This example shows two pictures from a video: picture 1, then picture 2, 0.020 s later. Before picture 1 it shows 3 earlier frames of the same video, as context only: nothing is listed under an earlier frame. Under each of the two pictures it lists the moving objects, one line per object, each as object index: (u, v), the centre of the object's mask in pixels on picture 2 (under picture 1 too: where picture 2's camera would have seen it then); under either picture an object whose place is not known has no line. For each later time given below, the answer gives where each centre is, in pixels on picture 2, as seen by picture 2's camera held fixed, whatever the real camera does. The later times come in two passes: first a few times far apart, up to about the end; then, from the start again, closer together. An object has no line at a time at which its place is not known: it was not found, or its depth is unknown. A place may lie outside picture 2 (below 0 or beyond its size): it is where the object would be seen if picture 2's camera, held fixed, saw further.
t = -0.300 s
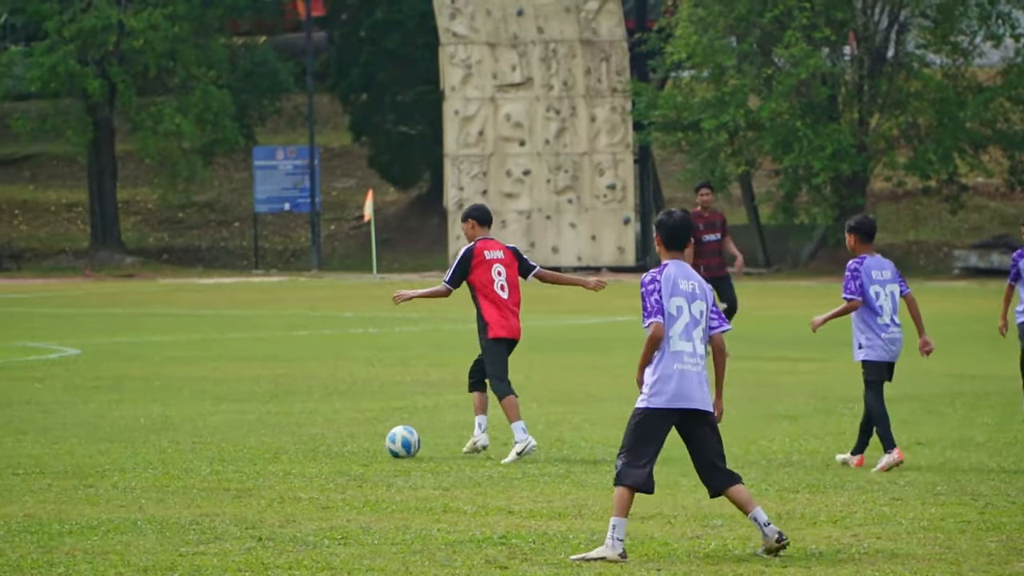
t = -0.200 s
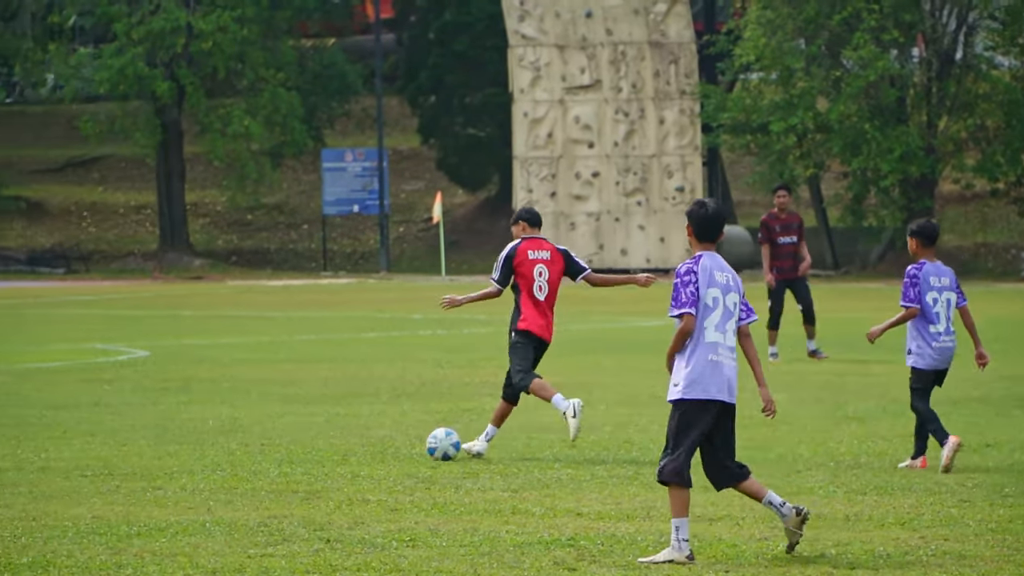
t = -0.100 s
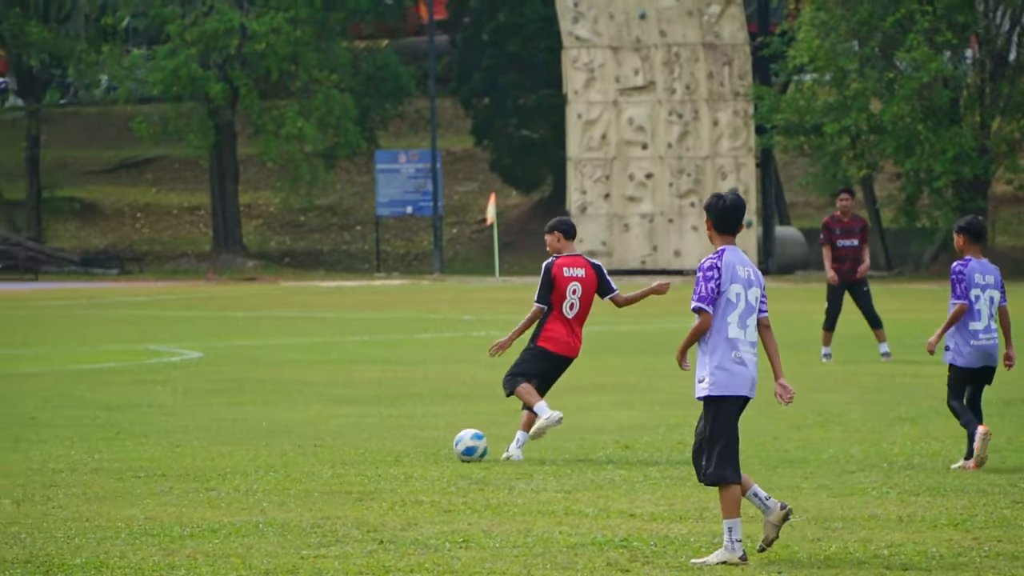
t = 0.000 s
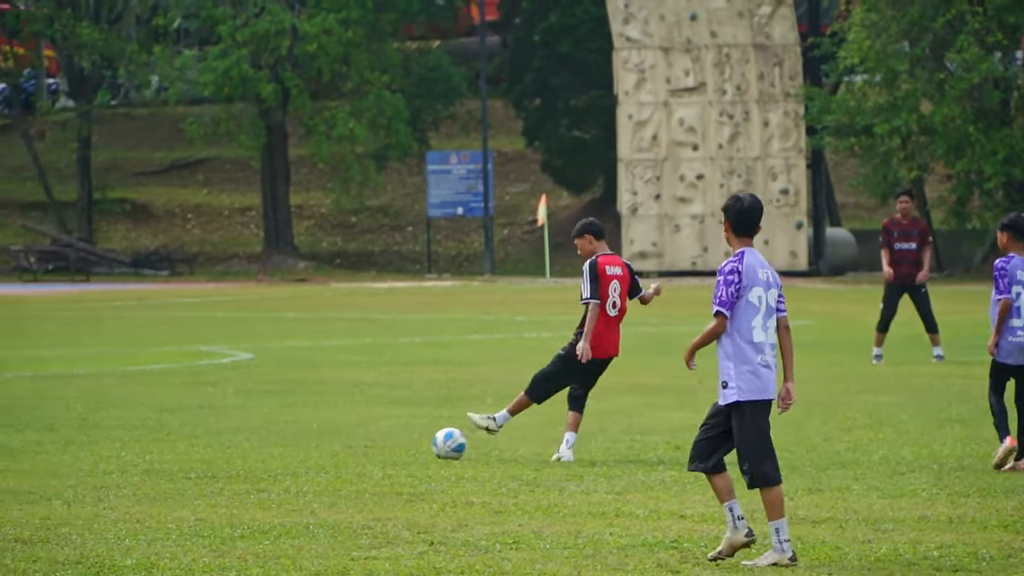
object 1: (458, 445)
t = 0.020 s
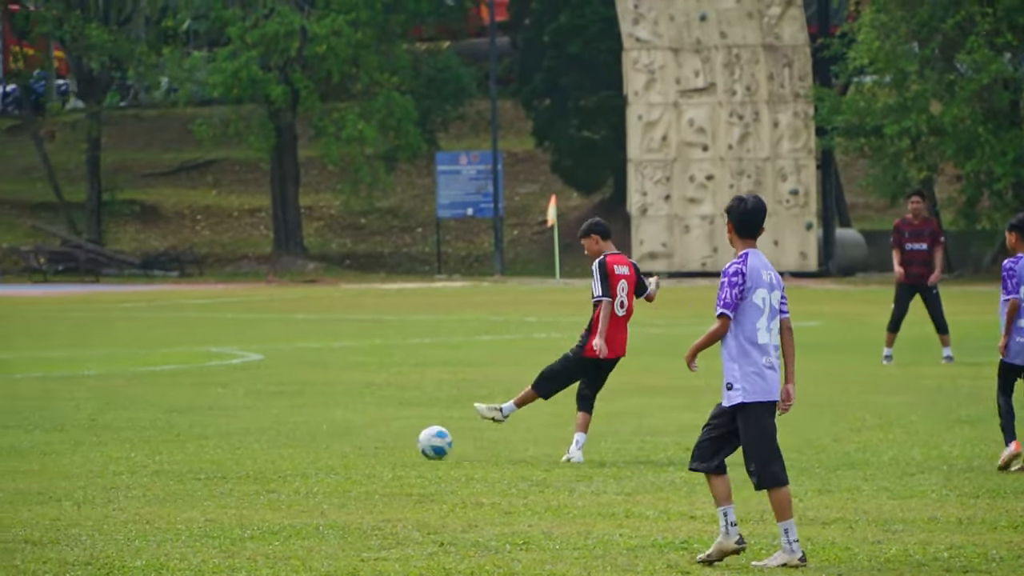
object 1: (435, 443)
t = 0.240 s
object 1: (207, 424)
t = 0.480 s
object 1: (34, 411)
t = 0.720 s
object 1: (-100, 406)
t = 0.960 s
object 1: (-217, 402)
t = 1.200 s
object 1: (-330, 404)
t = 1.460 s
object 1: (-443, 414)
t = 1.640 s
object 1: (-511, 410)
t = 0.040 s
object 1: (410, 440)
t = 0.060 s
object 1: (387, 438)
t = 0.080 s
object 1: (365, 436)
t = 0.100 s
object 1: (342, 436)
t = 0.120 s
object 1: (320, 437)
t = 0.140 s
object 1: (299, 436)
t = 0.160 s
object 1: (279, 434)
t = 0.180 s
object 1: (261, 431)
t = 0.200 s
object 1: (243, 428)
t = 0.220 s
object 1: (225, 426)
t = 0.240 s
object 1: (207, 424)
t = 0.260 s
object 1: (191, 423)
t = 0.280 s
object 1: (173, 424)
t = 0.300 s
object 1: (156, 425)
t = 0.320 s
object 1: (140, 426)
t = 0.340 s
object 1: (125, 425)
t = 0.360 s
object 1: (111, 421)
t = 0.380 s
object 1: (97, 418)
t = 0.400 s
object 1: (84, 415)
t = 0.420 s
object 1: (71, 413)
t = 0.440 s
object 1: (59, 412)
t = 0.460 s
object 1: (47, 411)
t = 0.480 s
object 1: (34, 411)
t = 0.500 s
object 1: (22, 412)
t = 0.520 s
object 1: (9, 413)
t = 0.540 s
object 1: (-3, 415)
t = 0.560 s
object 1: (-15, 417)
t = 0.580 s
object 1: (-27, 416)
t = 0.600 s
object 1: (-37, 414)
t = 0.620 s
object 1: (-48, 411)
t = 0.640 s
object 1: (-59, 409)
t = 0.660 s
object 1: (-69, 407)
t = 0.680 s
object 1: (-80, 406)
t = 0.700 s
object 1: (-90, 406)
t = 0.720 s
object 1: (-100, 406)
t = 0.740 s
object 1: (-110, 408)
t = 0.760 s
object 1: (-120, 409)
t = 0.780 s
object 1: (-130, 411)
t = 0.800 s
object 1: (-140, 413)
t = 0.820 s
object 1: (-150, 411)
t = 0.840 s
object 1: (-159, 408)
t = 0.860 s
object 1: (-169, 405)
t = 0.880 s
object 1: (-179, 404)
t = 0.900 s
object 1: (-188, 402)
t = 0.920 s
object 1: (-197, 401)
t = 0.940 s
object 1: (-207, 401)
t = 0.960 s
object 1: (-217, 402)
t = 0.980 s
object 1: (-227, 403)
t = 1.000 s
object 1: (-236, 405)
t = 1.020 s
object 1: (-247, 407)
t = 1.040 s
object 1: (-256, 410)
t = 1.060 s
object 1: (-265, 413)
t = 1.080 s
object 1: (-274, 415)
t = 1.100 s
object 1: (-284, 413)
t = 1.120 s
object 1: (-293, 411)
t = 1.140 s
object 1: (-303, 409)
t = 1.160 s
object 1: (-312, 406)
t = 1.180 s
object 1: (-321, 405)
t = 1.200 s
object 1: (-330, 404)
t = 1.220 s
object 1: (-339, 404)
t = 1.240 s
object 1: (-348, 405)
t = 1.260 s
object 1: (-357, 407)
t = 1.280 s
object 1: (-366, 409)
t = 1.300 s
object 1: (-375, 412)
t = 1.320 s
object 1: (-382, 413)
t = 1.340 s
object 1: (-390, 415)
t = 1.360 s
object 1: (-399, 414)
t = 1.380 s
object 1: (-408, 413)
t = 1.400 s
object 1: (-416, 412)
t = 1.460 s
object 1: (-443, 414)
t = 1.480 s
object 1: (-448, 413)
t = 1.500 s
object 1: (-456, 412)
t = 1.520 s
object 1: (-464, 410)
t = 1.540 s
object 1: (-474, 409)
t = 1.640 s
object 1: (-511, 410)
